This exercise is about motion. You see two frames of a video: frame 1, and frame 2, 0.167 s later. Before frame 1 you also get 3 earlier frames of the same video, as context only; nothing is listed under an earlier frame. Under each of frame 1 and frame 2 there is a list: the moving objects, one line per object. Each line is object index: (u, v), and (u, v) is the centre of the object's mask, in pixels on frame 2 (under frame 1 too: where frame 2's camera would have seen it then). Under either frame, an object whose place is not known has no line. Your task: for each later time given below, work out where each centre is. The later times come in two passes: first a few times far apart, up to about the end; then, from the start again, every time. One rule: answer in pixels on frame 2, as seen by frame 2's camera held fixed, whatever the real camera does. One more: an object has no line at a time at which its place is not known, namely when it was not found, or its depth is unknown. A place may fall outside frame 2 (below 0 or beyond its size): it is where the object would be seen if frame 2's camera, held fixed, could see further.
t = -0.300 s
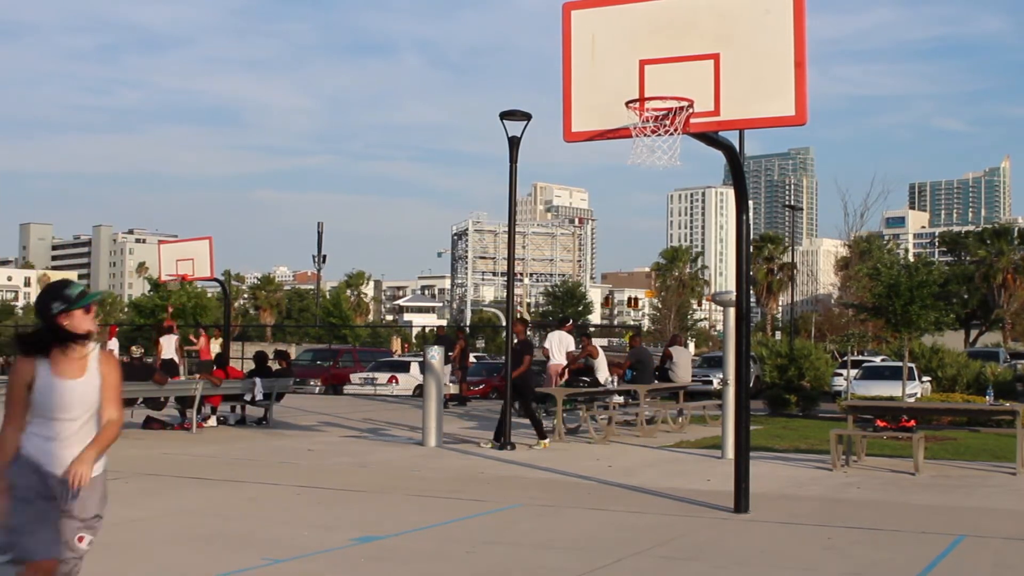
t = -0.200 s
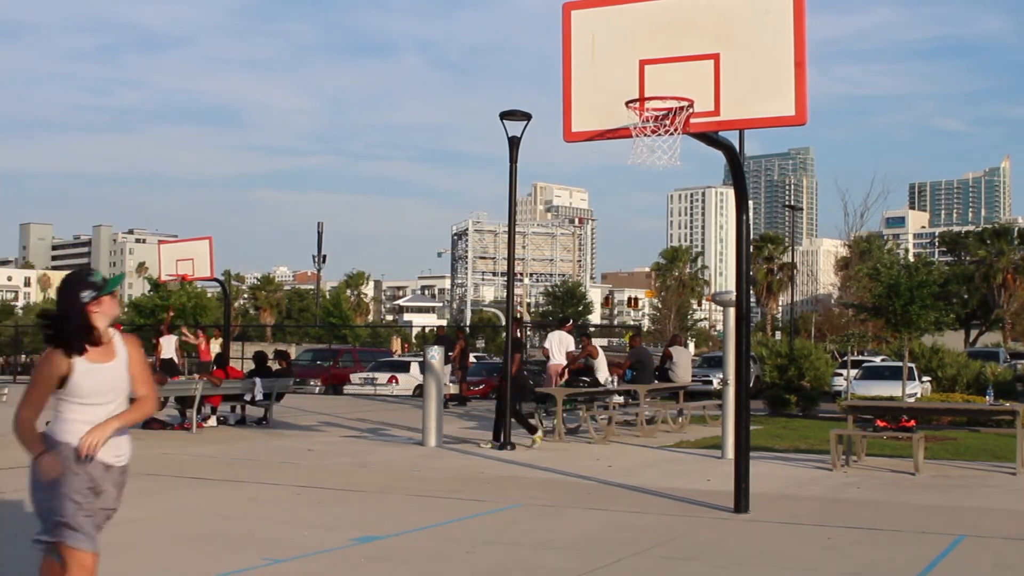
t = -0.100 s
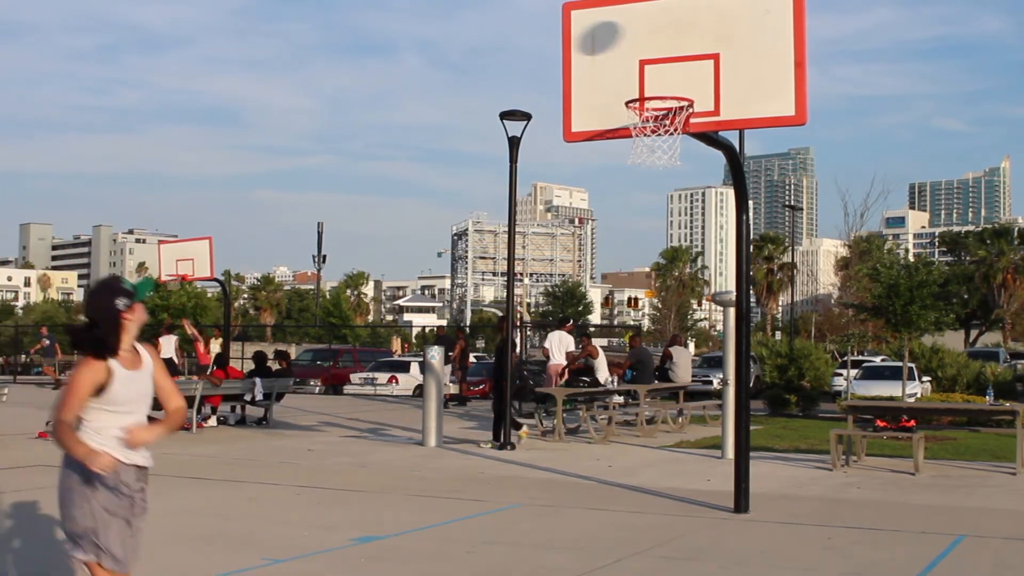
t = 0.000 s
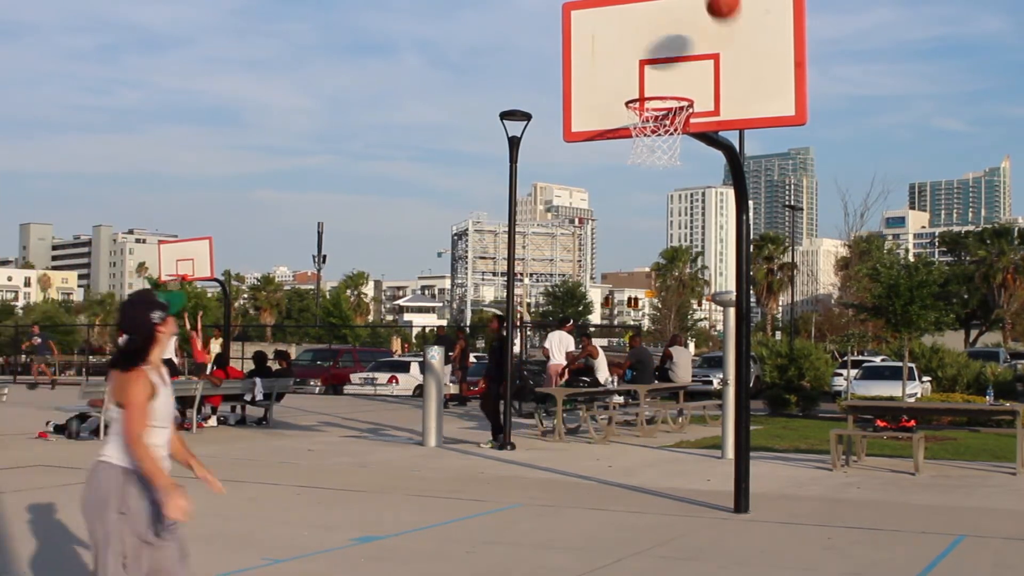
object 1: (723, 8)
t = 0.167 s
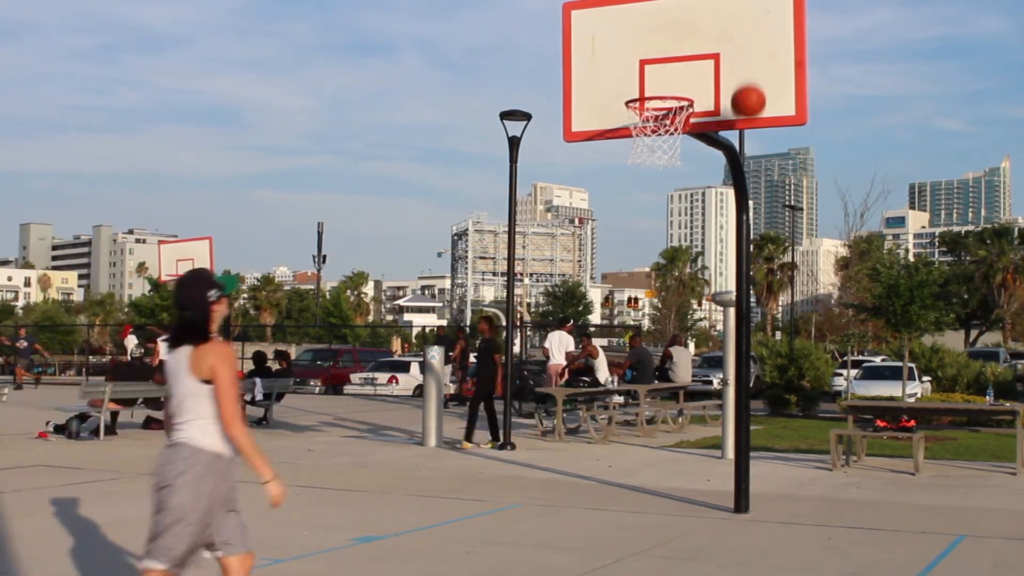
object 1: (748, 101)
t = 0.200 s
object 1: (748, 119)
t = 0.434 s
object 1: (742, 313)
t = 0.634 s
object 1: (728, 559)
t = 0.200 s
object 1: (748, 119)
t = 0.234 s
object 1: (747, 138)
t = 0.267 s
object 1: (747, 161)
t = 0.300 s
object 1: (745, 185)
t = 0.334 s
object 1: (744, 214)
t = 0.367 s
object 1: (745, 244)
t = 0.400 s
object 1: (743, 274)
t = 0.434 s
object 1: (742, 313)
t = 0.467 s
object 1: (741, 349)
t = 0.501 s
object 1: (739, 390)
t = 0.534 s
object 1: (738, 435)
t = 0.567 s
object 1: (733, 481)
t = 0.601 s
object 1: (731, 535)
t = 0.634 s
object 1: (728, 559)
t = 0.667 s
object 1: (725, 526)
